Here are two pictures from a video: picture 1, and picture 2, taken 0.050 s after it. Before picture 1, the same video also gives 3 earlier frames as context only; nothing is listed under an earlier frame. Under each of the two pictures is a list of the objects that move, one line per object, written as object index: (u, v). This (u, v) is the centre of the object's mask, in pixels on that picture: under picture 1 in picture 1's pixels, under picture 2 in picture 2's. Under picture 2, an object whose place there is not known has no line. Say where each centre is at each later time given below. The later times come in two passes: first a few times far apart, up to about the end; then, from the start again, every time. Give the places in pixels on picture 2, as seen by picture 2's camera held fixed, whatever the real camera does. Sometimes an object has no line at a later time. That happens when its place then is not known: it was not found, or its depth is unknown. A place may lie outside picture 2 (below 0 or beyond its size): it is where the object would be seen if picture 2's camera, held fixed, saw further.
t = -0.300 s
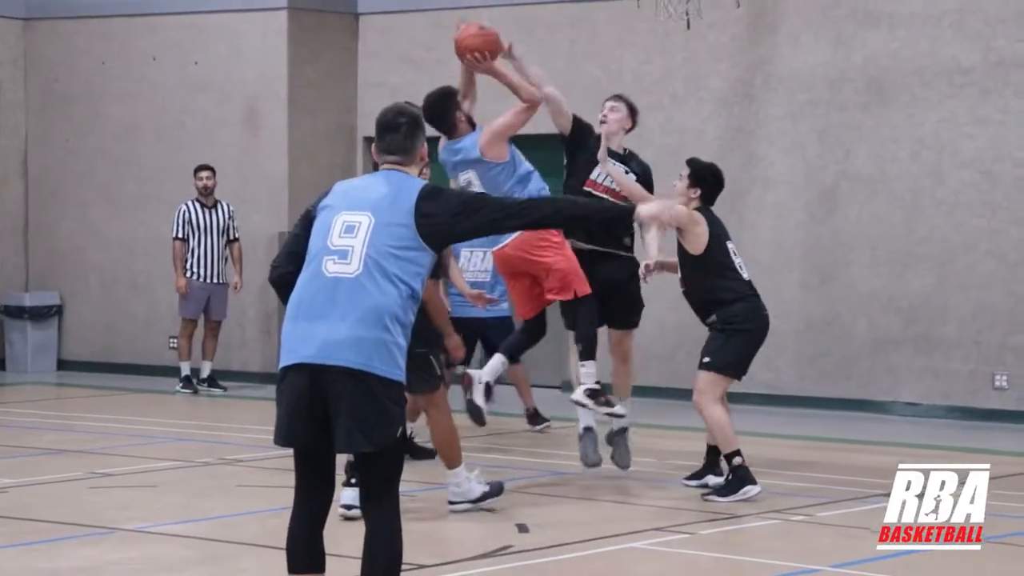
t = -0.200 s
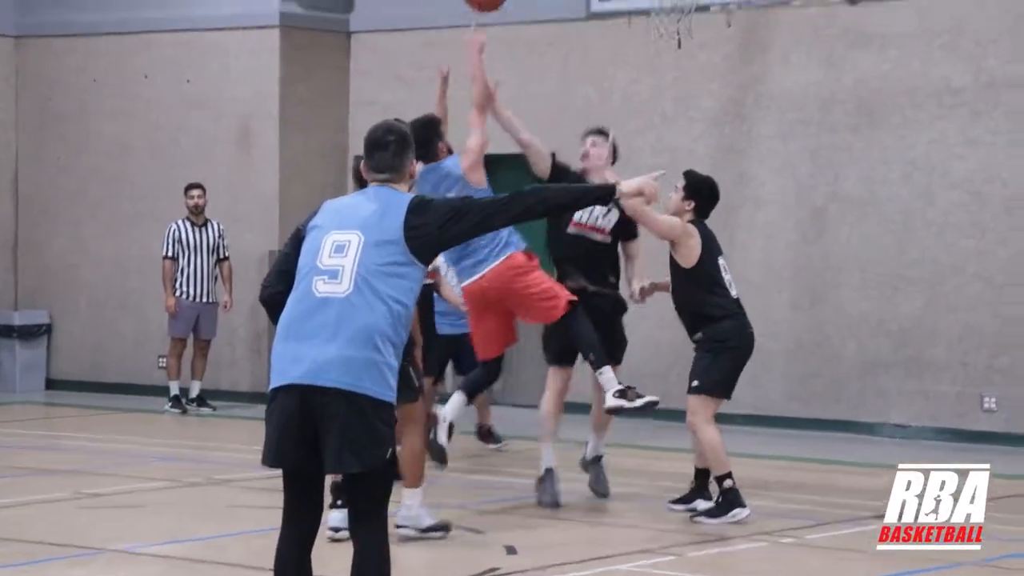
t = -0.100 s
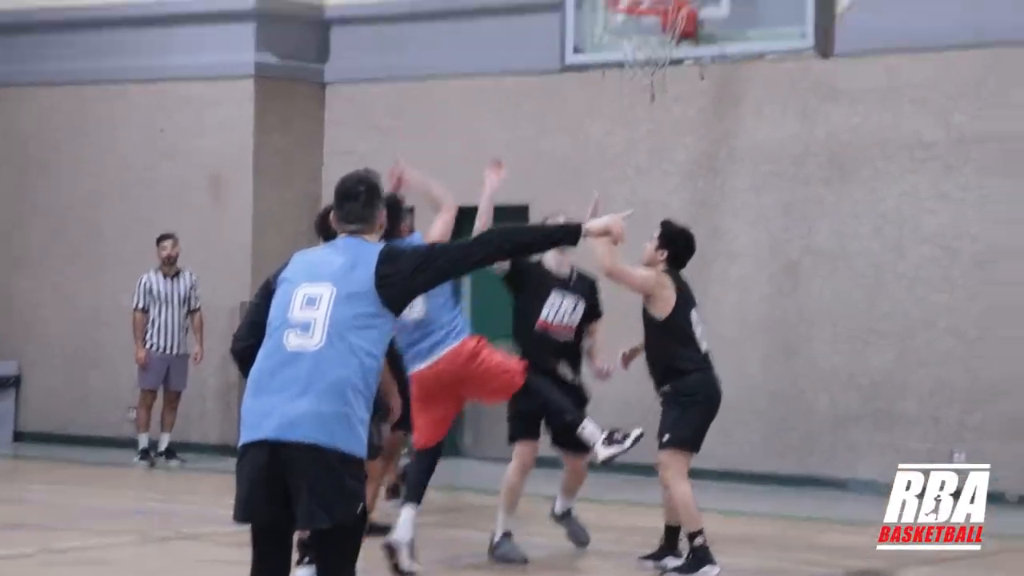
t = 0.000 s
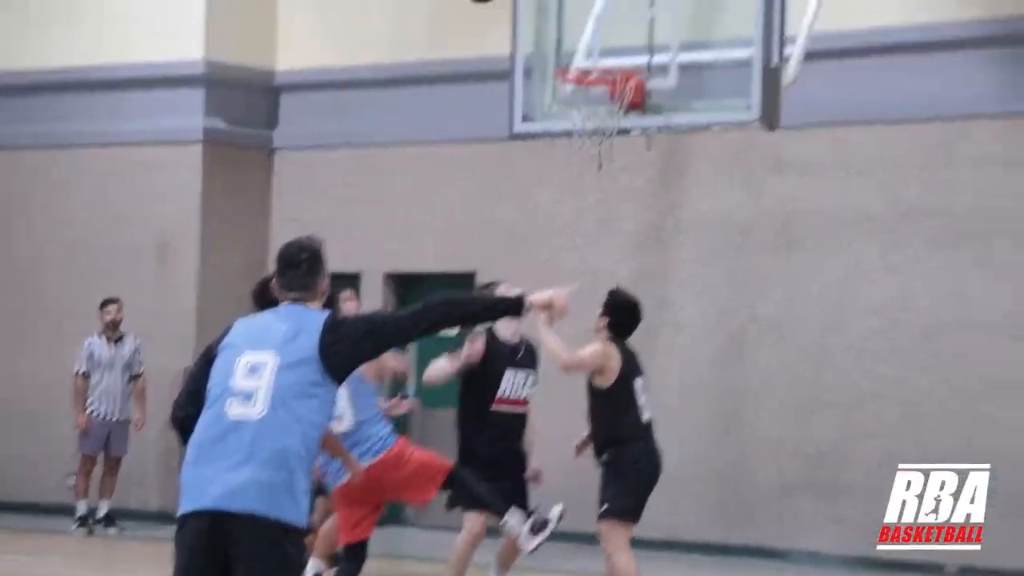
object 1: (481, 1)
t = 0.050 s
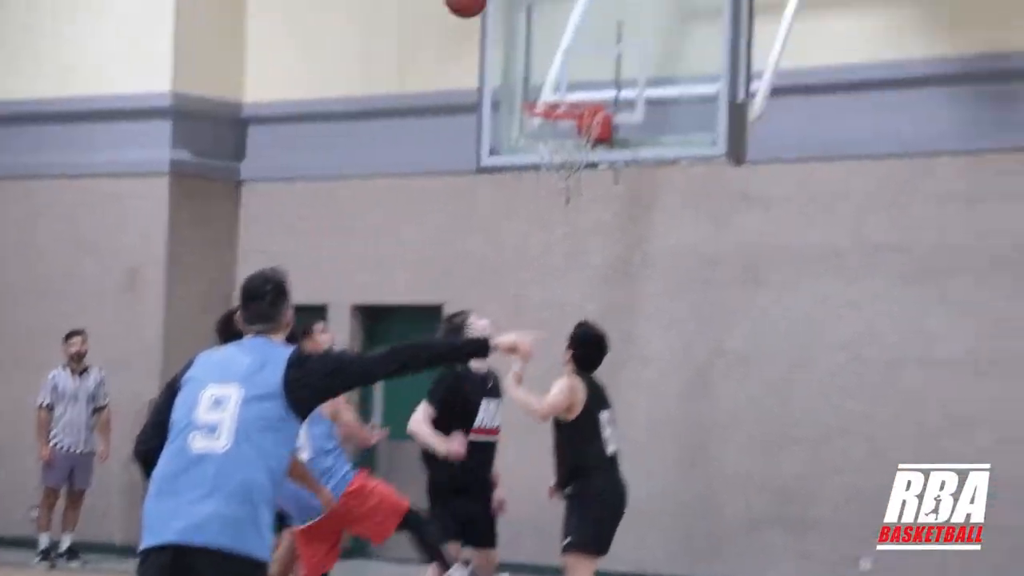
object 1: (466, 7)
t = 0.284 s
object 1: (536, -27)
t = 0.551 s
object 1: (594, 52)
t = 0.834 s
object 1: (548, 143)
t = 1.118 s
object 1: (537, 244)
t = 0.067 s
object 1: (471, -1)
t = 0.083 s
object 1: (476, -9)
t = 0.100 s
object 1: (482, -15)
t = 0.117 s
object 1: (487, -21)
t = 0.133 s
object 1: (492, -24)
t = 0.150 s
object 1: (497, -26)
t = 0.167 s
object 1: (502, -28)
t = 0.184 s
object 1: (507, -28)
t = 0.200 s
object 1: (512, -30)
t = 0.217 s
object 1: (517, -30)
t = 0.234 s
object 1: (521, -31)
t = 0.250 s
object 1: (526, -30)
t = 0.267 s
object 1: (531, -29)
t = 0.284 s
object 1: (536, -27)
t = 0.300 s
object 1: (540, -25)
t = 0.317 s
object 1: (544, -23)
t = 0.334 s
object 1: (549, -20)
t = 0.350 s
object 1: (554, -17)
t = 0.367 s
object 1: (558, -14)
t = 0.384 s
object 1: (562, -9)
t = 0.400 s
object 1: (567, -5)
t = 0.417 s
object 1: (571, 0)
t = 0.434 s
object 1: (576, 6)
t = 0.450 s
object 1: (580, 12)
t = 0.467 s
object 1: (584, 18)
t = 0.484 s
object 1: (588, 25)
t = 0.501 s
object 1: (592, 32)
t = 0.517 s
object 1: (596, 40)
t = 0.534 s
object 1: (598, 46)
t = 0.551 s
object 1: (594, 52)
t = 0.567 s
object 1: (590, 58)
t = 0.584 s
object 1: (585, 64)
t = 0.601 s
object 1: (581, 72)
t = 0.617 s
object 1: (577, 78)
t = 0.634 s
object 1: (573, 85)
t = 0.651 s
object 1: (569, 90)
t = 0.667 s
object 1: (563, 103)
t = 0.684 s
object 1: (558, 114)
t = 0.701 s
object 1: (556, 123)
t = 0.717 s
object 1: (556, 130)
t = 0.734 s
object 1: (554, 135)
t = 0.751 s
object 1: (553, 136)
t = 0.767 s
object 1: (552, 137)
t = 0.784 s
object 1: (551, 139)
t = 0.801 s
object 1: (550, 140)
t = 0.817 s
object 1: (549, 141)
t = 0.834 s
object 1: (548, 143)
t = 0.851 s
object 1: (548, 146)
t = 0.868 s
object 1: (547, 149)
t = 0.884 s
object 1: (546, 151)
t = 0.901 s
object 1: (546, 156)
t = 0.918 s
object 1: (545, 160)
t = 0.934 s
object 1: (545, 164)
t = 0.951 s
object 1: (544, 169)
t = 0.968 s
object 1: (543, 174)
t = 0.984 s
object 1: (542, 179)
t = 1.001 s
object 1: (542, 186)
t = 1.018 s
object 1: (541, 192)
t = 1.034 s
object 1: (540, 200)
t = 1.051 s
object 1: (540, 208)
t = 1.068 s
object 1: (539, 216)
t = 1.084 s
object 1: (539, 225)
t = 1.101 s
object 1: (538, 235)
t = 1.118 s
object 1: (537, 244)
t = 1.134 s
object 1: (536, 254)
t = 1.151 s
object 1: (535, 265)
